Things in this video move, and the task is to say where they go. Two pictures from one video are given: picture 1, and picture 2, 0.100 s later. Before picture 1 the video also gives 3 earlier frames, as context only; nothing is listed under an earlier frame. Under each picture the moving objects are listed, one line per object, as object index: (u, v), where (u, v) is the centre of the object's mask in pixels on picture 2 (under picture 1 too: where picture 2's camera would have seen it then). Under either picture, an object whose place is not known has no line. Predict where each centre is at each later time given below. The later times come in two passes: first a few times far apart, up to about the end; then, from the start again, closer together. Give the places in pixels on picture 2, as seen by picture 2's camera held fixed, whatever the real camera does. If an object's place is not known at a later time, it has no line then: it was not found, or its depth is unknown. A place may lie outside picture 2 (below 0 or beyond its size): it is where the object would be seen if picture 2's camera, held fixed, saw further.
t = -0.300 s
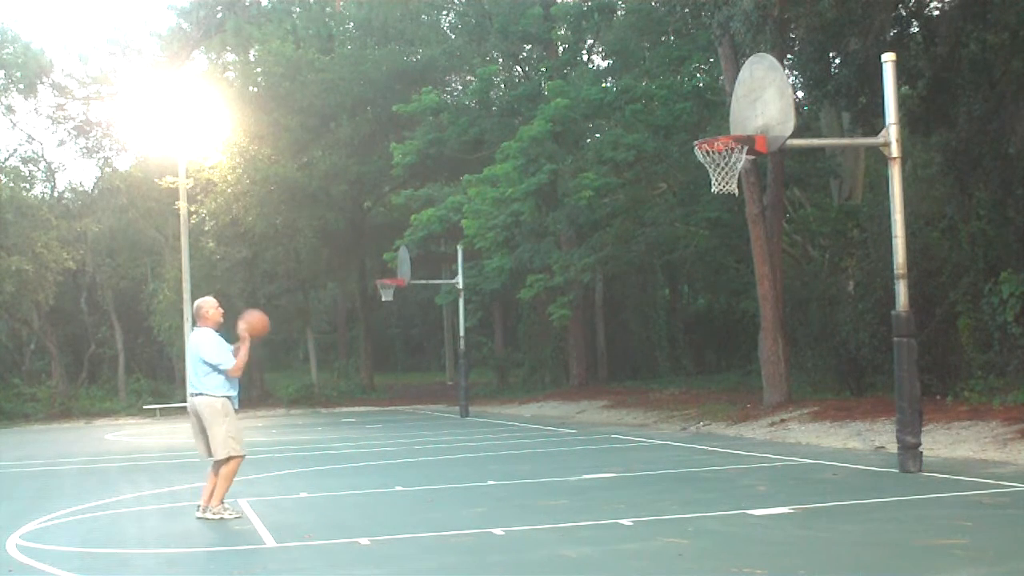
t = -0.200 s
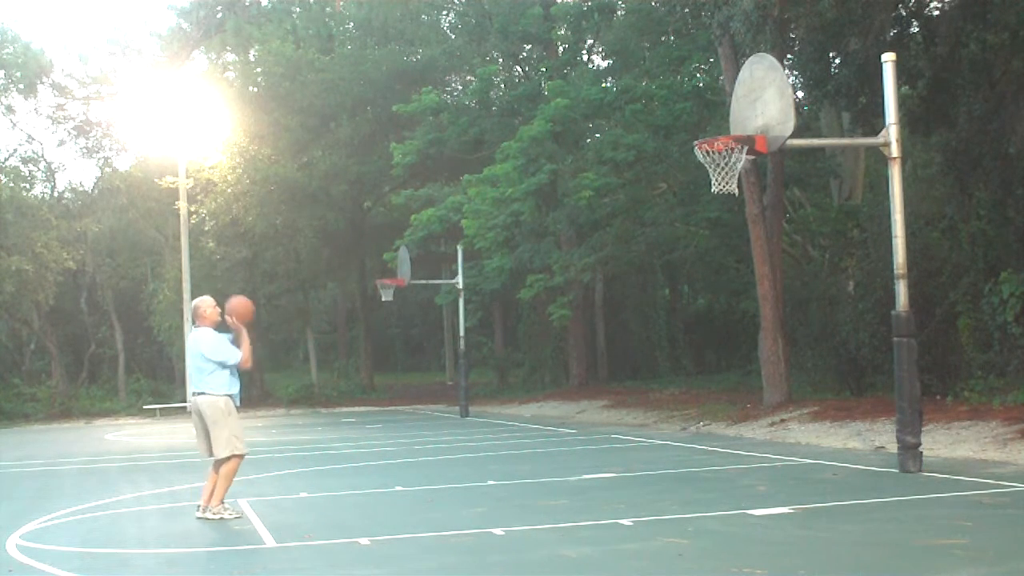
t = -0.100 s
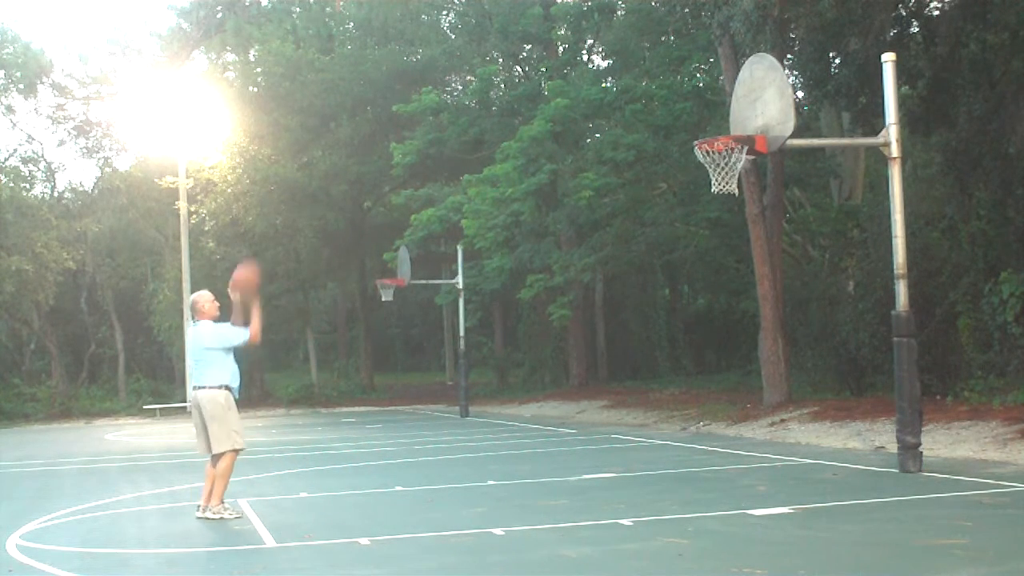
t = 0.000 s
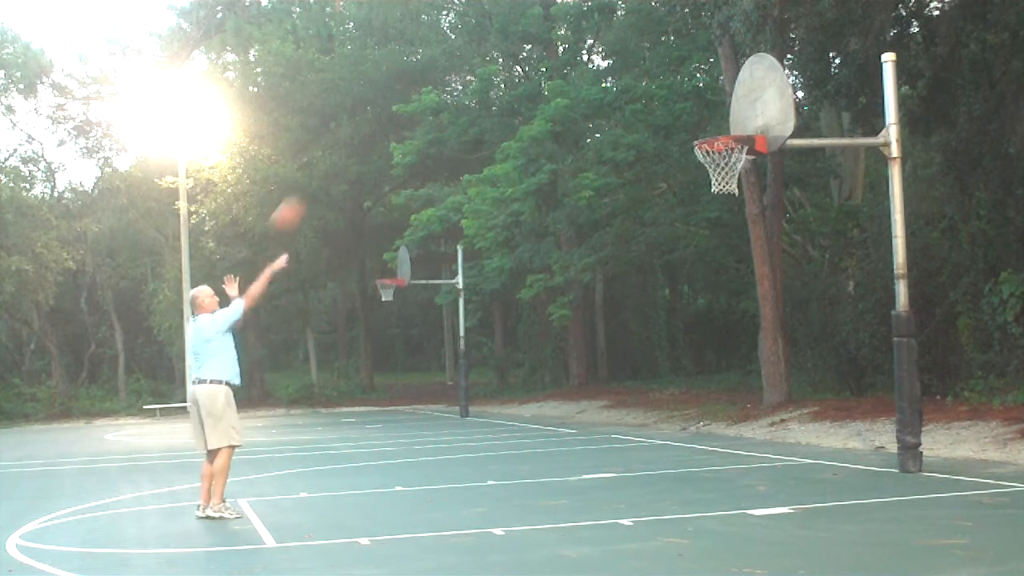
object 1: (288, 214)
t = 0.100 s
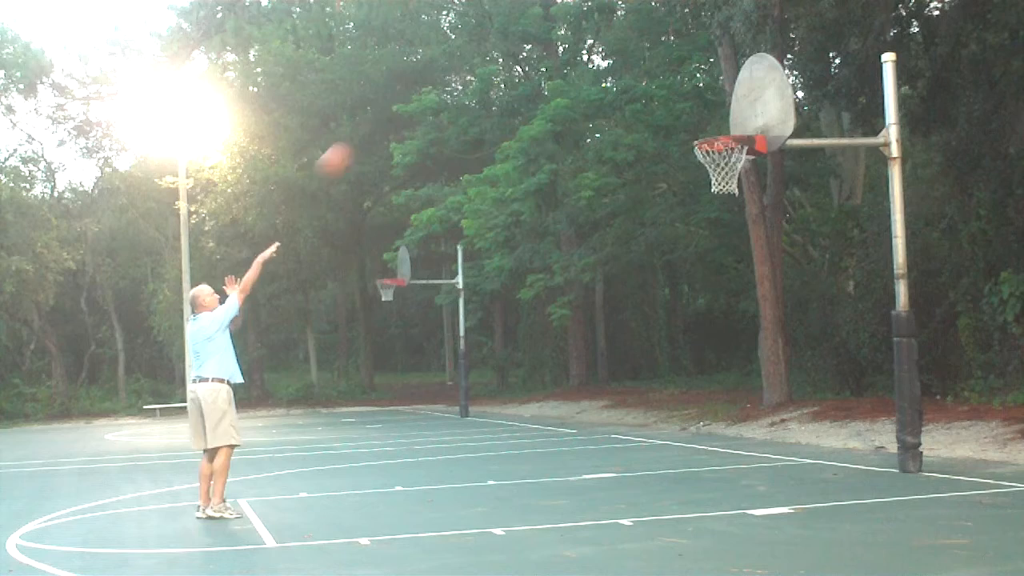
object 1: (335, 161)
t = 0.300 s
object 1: (427, 87)
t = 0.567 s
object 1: (546, 58)
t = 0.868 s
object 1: (679, 119)
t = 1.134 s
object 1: (683, 63)
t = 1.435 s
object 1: (677, 63)
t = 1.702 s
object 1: (676, 147)
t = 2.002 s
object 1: (678, 345)
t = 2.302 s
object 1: (684, 383)
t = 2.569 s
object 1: (689, 283)
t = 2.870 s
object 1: (698, 263)
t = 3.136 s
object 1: (711, 329)
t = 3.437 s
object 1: (726, 456)
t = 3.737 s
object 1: (728, 361)
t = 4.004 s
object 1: (734, 360)
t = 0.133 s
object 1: (351, 145)
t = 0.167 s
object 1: (366, 130)
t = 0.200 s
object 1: (381, 117)
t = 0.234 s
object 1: (396, 105)
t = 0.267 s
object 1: (410, 95)
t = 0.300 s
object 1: (427, 87)
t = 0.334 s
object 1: (442, 78)
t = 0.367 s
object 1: (456, 72)
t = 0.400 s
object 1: (471, 68)
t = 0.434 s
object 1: (485, 63)
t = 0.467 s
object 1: (501, 60)
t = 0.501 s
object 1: (517, 58)
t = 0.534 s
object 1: (532, 58)
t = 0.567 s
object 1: (546, 58)
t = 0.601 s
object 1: (560, 60)
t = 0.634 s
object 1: (575, 64)
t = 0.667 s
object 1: (590, 69)
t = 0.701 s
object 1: (606, 75)
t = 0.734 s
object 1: (620, 79)
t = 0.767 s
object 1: (635, 88)
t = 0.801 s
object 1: (650, 98)
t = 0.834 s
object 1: (664, 108)
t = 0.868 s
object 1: (679, 119)
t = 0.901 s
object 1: (690, 128)
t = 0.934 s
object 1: (690, 115)
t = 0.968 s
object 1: (689, 105)
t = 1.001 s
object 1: (688, 93)
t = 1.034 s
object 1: (686, 85)
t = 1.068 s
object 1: (685, 76)
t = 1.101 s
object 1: (684, 69)
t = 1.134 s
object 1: (683, 63)
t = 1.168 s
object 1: (683, 58)
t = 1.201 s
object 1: (682, 56)
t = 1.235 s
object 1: (681, 54)
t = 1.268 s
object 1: (680, 53)
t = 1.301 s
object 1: (680, 53)
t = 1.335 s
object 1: (679, 53)
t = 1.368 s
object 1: (678, 56)
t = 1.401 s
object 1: (678, 59)
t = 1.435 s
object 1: (677, 63)
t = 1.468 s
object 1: (677, 70)
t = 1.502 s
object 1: (677, 76)
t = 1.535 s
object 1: (677, 85)
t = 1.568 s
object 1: (676, 95)
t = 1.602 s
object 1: (676, 105)
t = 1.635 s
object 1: (676, 118)
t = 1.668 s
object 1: (676, 132)
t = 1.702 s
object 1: (676, 147)
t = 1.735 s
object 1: (676, 163)
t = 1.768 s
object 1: (676, 181)
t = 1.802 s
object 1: (676, 200)
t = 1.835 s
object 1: (676, 221)
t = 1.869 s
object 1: (676, 243)
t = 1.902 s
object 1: (677, 266)
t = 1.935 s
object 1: (677, 291)
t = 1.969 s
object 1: (678, 316)
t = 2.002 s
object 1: (678, 345)
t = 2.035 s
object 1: (679, 371)
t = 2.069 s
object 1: (679, 400)
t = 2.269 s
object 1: (683, 400)
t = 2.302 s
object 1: (684, 383)
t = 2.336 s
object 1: (684, 367)
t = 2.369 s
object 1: (684, 351)
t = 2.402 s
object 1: (685, 337)
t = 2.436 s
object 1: (686, 324)
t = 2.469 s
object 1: (686, 312)
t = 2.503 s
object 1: (687, 302)
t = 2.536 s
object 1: (688, 292)
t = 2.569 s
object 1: (689, 283)
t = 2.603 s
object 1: (689, 276)
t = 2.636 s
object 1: (690, 271)
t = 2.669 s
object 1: (691, 266)
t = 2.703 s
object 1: (692, 262)
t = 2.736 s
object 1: (693, 260)
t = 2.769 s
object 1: (694, 259)
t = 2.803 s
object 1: (696, 259)
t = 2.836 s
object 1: (697, 260)
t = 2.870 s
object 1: (698, 263)
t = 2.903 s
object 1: (700, 266)
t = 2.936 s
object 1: (701, 271)
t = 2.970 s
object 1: (702, 278)
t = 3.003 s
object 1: (704, 285)
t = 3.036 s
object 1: (706, 294)
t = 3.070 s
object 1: (707, 305)
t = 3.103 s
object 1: (709, 316)
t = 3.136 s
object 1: (711, 329)
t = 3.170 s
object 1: (712, 343)
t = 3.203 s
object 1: (714, 359)
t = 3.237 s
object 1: (716, 378)
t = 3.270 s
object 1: (718, 393)
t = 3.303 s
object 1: (720, 413)
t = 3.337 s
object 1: (722, 434)
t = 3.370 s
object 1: (724, 458)
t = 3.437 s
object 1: (726, 456)
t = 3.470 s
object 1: (727, 440)
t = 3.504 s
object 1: (727, 426)
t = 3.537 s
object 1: (727, 412)
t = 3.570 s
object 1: (727, 401)
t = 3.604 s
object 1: (727, 390)
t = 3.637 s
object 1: (727, 382)
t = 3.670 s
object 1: (728, 374)
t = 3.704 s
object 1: (728, 367)
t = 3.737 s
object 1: (728, 361)
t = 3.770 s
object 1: (729, 357)
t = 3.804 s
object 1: (730, 353)
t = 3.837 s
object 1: (730, 351)
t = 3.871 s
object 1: (731, 351)
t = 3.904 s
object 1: (732, 351)
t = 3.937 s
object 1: (732, 353)
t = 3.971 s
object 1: (733, 356)
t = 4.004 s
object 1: (734, 360)
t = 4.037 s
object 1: (735, 365)
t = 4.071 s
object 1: (736, 372)
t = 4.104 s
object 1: (737, 380)
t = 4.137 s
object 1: (738, 389)
